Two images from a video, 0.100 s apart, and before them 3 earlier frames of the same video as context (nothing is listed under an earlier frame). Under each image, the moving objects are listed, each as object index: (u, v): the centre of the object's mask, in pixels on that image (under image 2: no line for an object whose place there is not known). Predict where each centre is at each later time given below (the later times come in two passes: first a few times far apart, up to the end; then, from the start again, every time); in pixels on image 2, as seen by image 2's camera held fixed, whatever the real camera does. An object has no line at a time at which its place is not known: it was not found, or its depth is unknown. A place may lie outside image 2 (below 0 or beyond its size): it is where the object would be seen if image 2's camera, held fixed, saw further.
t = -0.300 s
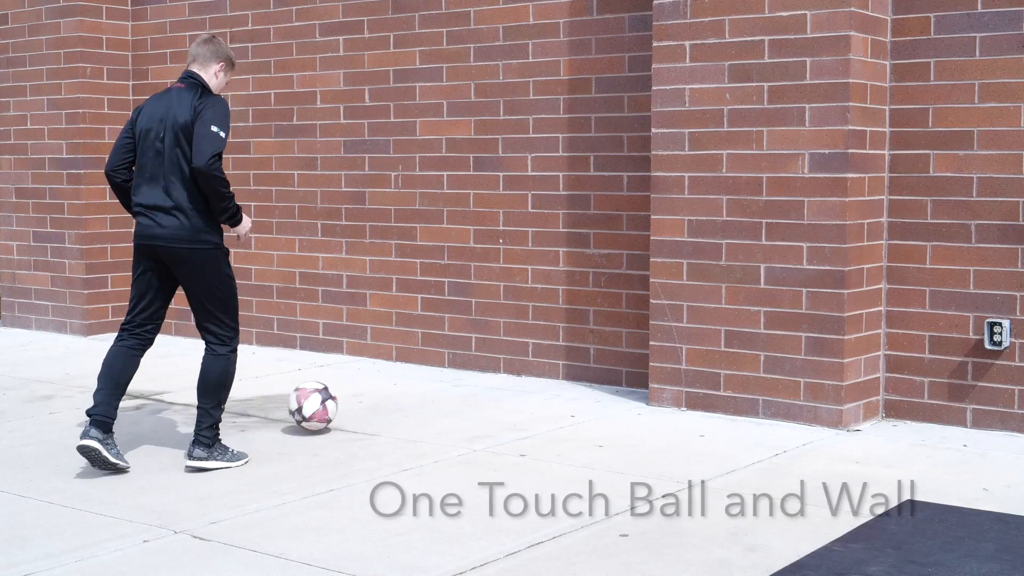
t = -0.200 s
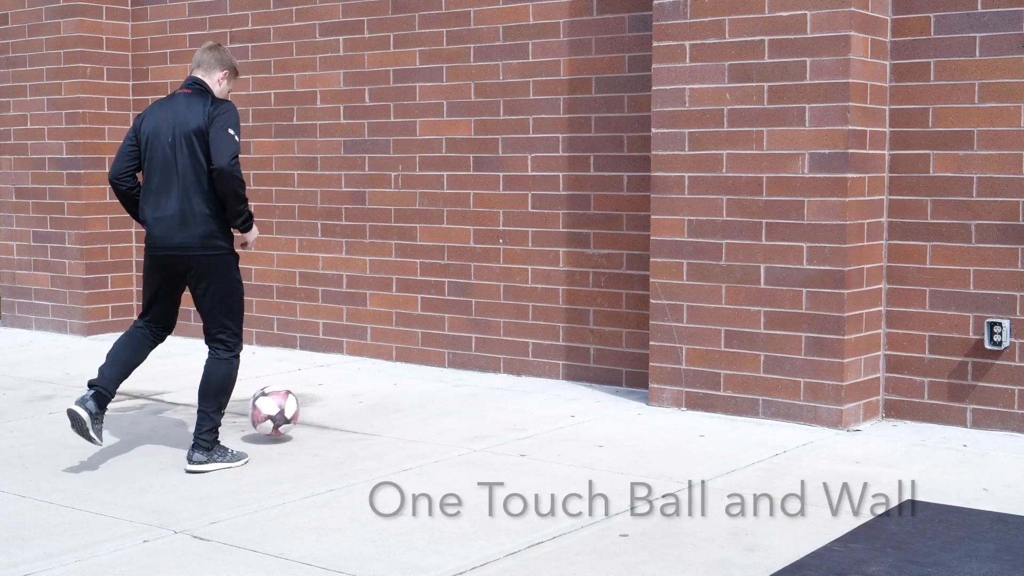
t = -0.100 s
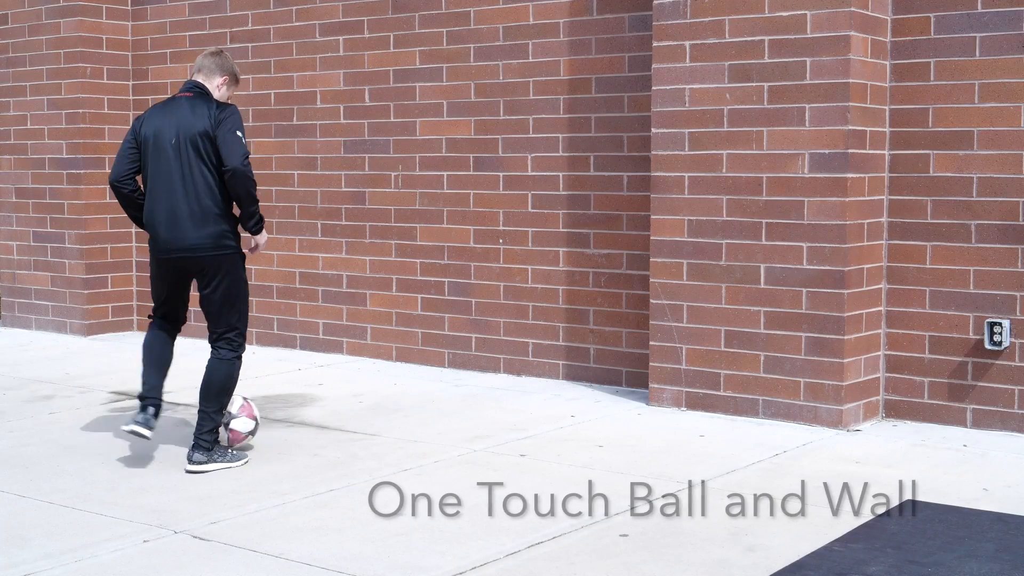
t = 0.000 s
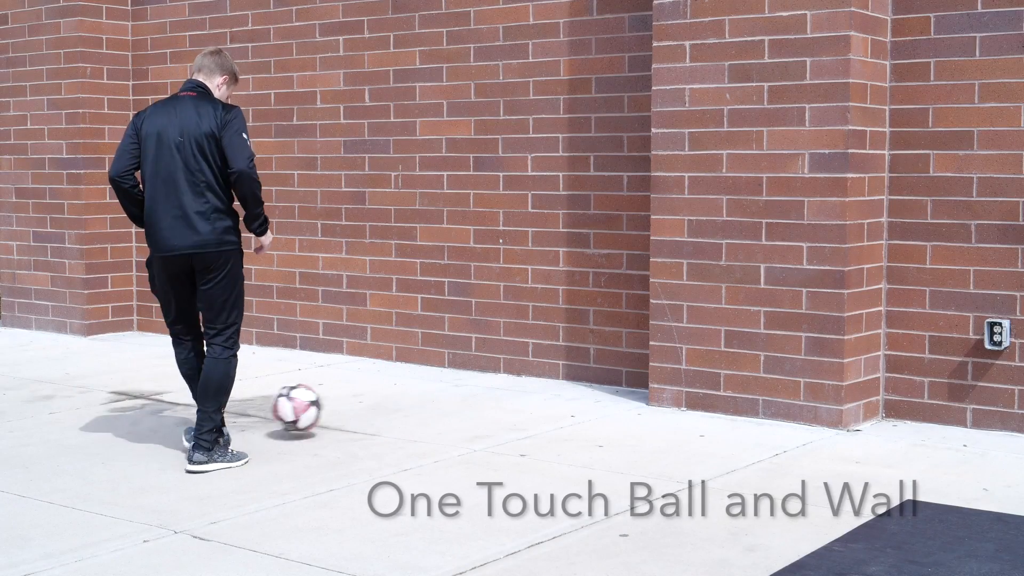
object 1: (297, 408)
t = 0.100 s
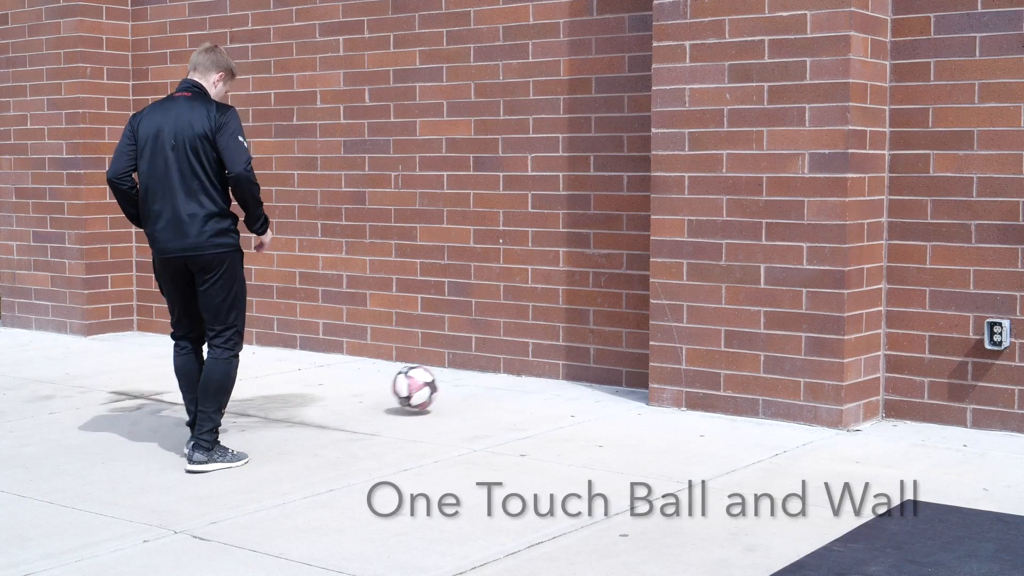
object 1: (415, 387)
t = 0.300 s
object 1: (560, 360)
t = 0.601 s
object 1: (394, 394)
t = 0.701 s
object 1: (339, 412)
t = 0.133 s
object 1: (448, 380)
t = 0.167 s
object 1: (479, 375)
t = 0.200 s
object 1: (508, 373)
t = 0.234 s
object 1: (536, 370)
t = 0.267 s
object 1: (560, 363)
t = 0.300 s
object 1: (560, 360)
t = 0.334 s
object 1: (542, 361)
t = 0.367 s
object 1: (524, 364)
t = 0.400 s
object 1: (505, 369)
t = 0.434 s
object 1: (486, 377)
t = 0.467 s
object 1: (465, 387)
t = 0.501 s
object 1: (448, 388)
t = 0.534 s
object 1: (431, 388)
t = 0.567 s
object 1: (413, 389)
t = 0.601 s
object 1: (394, 394)
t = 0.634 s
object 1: (376, 402)
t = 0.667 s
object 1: (356, 412)
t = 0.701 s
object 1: (339, 412)
